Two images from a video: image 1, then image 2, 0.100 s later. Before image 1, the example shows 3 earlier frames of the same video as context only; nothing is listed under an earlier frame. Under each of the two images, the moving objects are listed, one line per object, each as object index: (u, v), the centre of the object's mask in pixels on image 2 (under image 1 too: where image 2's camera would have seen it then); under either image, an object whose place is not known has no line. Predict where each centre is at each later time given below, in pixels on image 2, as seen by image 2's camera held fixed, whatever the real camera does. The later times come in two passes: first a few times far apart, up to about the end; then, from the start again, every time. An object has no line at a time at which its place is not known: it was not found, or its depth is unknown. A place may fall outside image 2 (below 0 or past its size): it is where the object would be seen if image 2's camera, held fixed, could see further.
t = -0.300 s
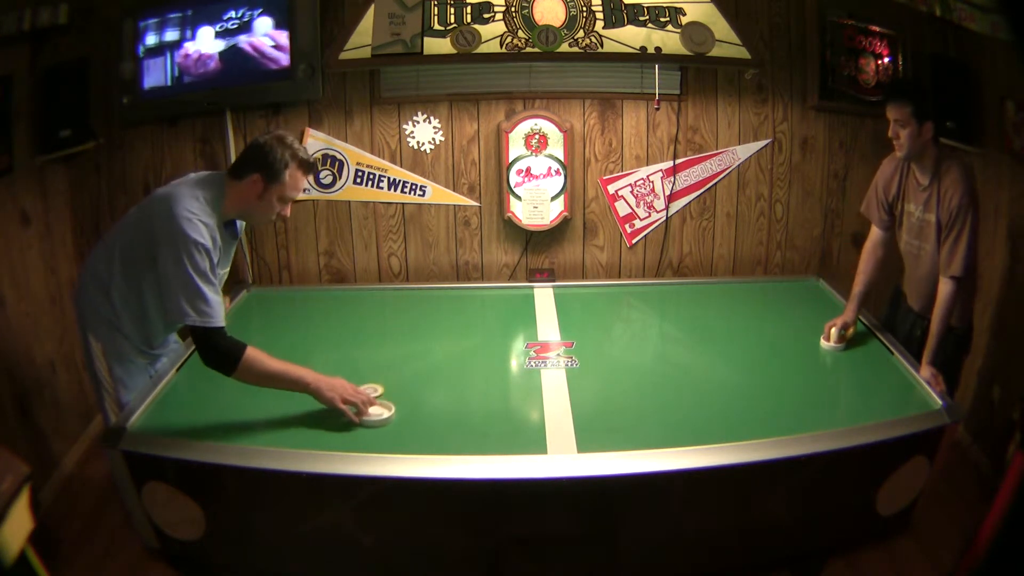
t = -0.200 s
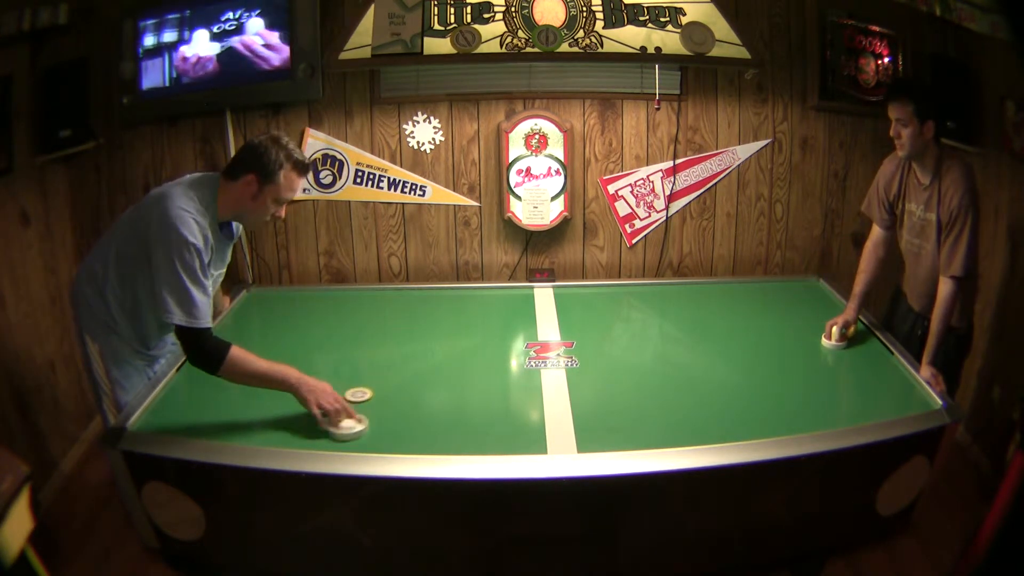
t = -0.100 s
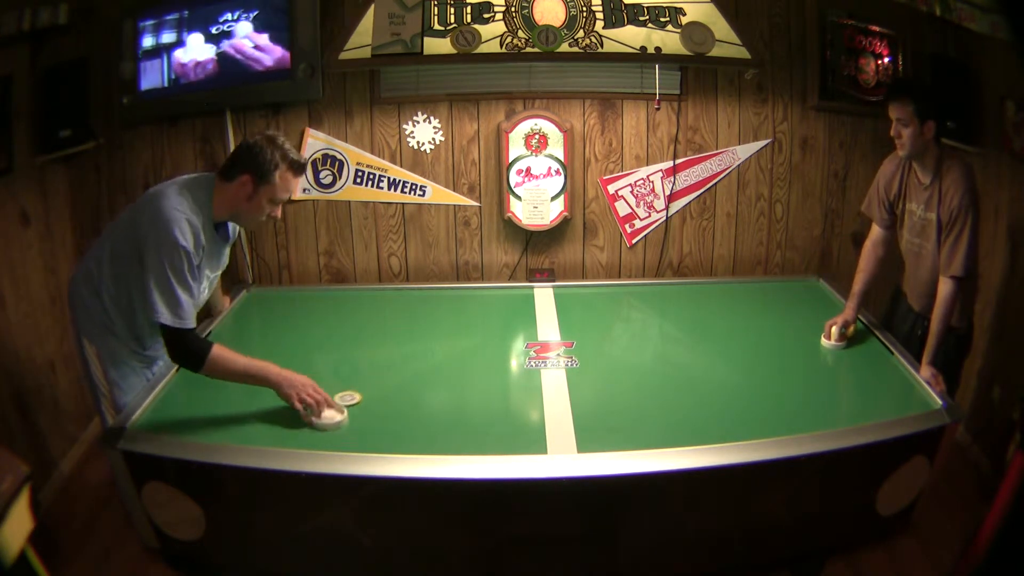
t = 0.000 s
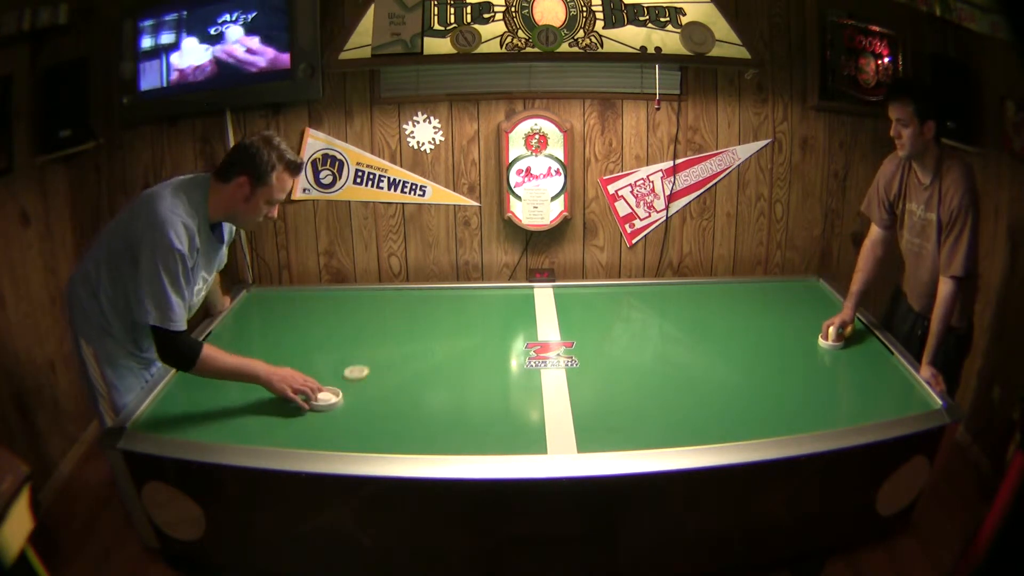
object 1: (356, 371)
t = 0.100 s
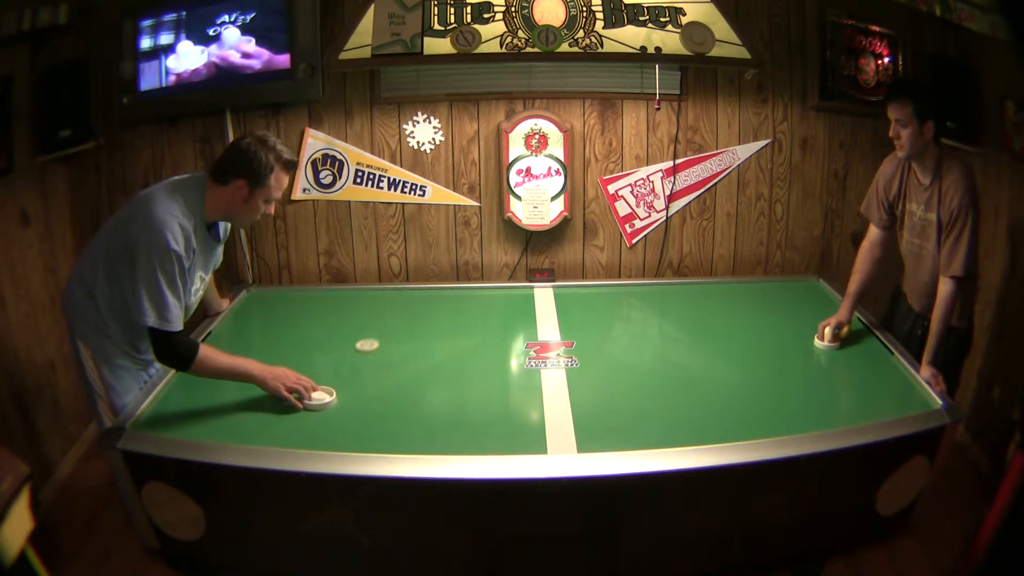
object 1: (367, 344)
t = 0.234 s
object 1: (380, 314)
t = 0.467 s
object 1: (375, 314)
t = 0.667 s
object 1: (348, 355)
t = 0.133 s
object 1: (370, 336)
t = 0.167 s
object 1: (374, 328)
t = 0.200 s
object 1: (377, 321)
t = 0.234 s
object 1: (380, 314)
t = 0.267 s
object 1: (382, 307)
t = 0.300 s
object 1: (385, 301)
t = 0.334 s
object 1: (388, 295)
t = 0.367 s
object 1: (386, 296)
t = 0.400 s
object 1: (383, 302)
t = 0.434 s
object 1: (379, 307)
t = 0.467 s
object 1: (375, 314)
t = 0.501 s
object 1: (371, 320)
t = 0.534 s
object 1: (367, 326)
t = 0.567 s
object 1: (362, 333)
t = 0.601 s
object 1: (358, 340)
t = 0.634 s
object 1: (353, 348)
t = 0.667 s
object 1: (348, 355)
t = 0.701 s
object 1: (343, 364)
